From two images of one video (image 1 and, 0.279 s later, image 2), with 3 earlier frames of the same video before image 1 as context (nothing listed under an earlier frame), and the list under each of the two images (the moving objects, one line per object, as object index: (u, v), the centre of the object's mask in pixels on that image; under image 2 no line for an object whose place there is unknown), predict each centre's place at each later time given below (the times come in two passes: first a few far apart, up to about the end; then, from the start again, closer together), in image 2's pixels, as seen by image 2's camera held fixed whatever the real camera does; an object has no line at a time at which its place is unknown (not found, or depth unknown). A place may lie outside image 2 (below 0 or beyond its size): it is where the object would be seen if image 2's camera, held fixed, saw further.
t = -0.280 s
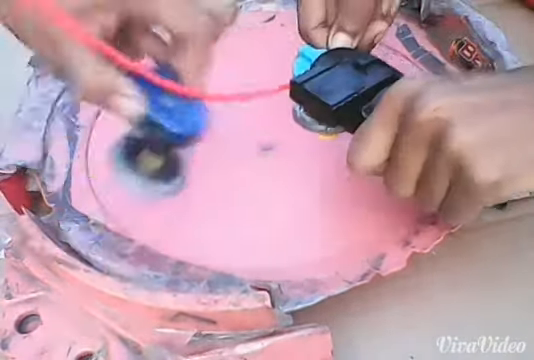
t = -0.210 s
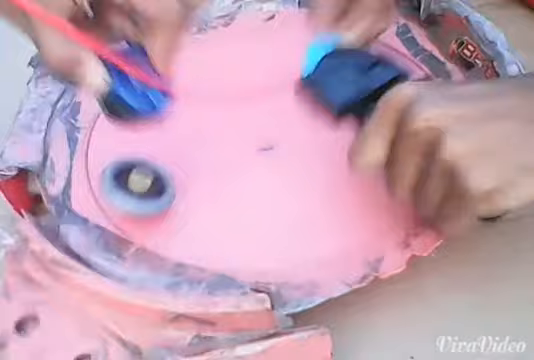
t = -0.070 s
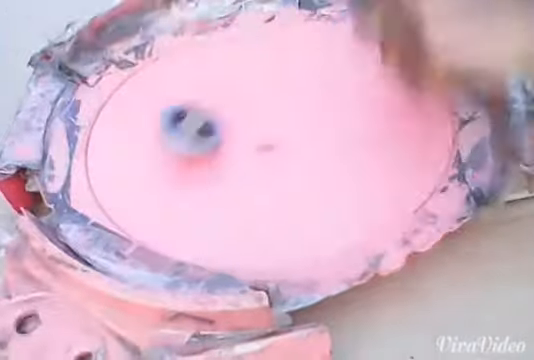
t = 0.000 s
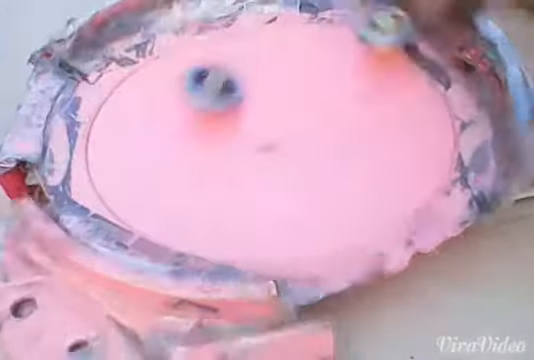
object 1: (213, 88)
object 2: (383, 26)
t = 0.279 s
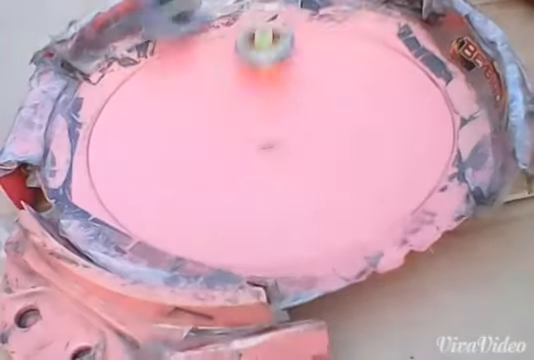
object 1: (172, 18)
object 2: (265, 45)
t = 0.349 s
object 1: (126, 43)
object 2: (258, 71)
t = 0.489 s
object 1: (138, 93)
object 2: (229, 114)
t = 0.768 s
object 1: (311, 67)
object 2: (301, 167)
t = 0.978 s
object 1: (330, 11)
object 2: (356, 147)
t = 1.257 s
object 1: (304, 7)
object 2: (365, 113)
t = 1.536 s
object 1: (304, 36)
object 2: (293, 98)
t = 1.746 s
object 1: (355, 70)
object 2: (213, 139)
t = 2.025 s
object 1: (412, 54)
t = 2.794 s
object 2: (289, 127)
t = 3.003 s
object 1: (425, 144)
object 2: (216, 116)
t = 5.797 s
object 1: (200, 105)
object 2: (241, 20)
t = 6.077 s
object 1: (113, 78)
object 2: (239, 24)
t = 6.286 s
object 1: (123, 92)
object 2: (228, 33)
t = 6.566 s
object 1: (188, 132)
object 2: (232, 62)
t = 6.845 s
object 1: (318, 163)
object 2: (276, 62)
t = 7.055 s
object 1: (375, 88)
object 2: (292, 72)
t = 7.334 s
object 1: (290, 32)
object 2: (319, 92)
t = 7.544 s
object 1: (197, 77)
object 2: (354, 94)
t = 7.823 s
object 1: (239, 185)
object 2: (379, 89)
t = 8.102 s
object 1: (395, 153)
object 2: (361, 95)
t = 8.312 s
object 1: (459, 103)
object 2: (279, 107)
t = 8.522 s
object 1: (394, 64)
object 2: (227, 164)
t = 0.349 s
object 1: (126, 43)
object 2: (258, 71)
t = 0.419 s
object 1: (116, 67)
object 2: (242, 94)
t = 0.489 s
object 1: (138, 93)
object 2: (229, 114)
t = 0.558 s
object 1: (183, 104)
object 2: (226, 138)
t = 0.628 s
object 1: (233, 103)
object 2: (243, 156)
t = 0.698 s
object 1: (279, 87)
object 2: (274, 167)
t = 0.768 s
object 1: (311, 67)
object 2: (301, 167)
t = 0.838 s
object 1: (331, 43)
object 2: (323, 163)
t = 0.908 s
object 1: (338, 20)
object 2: (343, 156)
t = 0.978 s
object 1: (330, 11)
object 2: (356, 147)
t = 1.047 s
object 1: (314, 8)
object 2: (366, 138)
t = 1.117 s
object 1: (306, 4)
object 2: (371, 129)
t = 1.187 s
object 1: (307, 6)
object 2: (371, 120)
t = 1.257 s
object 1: (304, 7)
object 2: (365, 113)
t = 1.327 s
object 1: (301, 7)
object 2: (354, 107)
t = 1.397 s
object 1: (304, 10)
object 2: (340, 101)
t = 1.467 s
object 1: (302, 20)
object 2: (318, 98)
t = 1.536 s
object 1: (304, 36)
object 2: (293, 98)
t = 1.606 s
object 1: (314, 51)
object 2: (264, 103)
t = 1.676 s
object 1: (332, 63)
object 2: (233, 117)
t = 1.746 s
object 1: (355, 70)
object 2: (213, 139)
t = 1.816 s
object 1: (380, 72)
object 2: (209, 158)
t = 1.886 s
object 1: (401, 65)
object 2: (216, 175)
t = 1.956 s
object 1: (419, 54)
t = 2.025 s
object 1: (412, 54)
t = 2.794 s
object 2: (289, 127)
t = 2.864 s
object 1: (443, 131)
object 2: (269, 114)
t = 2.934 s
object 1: (437, 136)
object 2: (239, 109)
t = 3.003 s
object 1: (425, 144)
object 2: (216, 116)
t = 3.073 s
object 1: (414, 156)
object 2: (194, 123)
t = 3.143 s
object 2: (178, 133)
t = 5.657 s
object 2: (241, 19)
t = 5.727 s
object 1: (215, 126)
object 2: (240, 19)
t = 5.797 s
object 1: (200, 105)
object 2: (241, 20)
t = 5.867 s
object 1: (174, 87)
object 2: (241, 20)
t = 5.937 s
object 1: (147, 79)
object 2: (240, 21)
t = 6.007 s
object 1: (124, 75)
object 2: (240, 22)
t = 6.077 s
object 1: (113, 78)
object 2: (239, 24)
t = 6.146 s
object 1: (114, 86)
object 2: (237, 26)
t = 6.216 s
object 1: (116, 87)
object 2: (232, 28)
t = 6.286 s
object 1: (123, 92)
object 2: (228, 33)
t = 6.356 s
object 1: (137, 102)
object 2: (223, 40)
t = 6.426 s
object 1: (159, 107)
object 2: (220, 50)
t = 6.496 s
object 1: (184, 107)
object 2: (219, 63)
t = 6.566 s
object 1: (188, 132)
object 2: (232, 62)
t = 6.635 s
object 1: (193, 168)
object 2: (253, 54)
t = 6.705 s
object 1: (225, 185)
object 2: (262, 54)
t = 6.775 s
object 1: (274, 181)
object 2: (268, 58)
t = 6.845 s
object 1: (318, 163)
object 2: (276, 62)
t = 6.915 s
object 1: (349, 139)
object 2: (283, 65)
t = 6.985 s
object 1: (369, 112)
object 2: (288, 67)
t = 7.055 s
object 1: (375, 88)
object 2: (292, 72)
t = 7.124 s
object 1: (372, 64)
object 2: (297, 78)
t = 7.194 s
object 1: (353, 46)
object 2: (304, 83)
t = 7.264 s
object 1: (324, 35)
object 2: (310, 88)
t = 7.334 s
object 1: (290, 32)
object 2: (319, 92)
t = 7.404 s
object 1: (254, 39)
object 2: (330, 94)
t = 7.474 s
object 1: (222, 54)
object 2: (342, 94)
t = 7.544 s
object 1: (197, 77)
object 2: (354, 94)
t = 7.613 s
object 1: (181, 106)
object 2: (364, 93)
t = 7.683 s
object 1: (182, 138)
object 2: (371, 92)
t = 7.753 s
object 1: (202, 167)
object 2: (376, 90)
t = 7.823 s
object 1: (239, 185)
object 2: (379, 89)
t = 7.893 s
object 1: (281, 193)
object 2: (379, 88)
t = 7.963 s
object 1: (328, 188)
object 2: (377, 88)
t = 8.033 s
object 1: (368, 173)
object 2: (370, 89)
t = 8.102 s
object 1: (395, 153)
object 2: (361, 95)
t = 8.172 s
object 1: (411, 129)
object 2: (354, 103)
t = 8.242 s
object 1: (455, 116)
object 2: (318, 101)
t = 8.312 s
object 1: (459, 103)
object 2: (279, 107)
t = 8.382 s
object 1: (452, 84)
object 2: (245, 125)
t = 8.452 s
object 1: (430, 70)
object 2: (227, 146)
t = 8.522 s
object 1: (394, 64)
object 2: (227, 164)
